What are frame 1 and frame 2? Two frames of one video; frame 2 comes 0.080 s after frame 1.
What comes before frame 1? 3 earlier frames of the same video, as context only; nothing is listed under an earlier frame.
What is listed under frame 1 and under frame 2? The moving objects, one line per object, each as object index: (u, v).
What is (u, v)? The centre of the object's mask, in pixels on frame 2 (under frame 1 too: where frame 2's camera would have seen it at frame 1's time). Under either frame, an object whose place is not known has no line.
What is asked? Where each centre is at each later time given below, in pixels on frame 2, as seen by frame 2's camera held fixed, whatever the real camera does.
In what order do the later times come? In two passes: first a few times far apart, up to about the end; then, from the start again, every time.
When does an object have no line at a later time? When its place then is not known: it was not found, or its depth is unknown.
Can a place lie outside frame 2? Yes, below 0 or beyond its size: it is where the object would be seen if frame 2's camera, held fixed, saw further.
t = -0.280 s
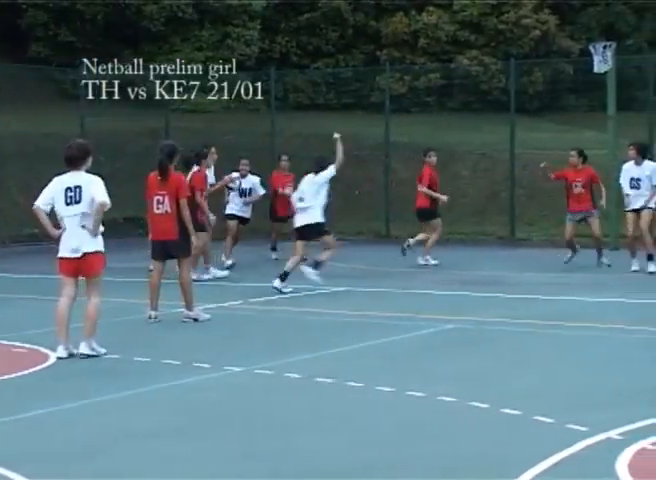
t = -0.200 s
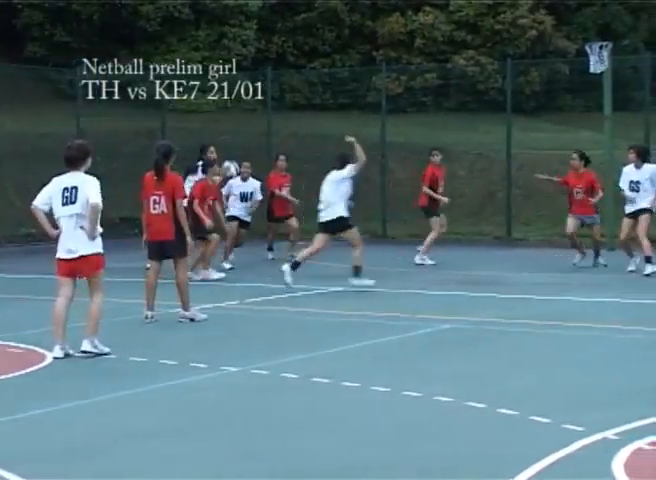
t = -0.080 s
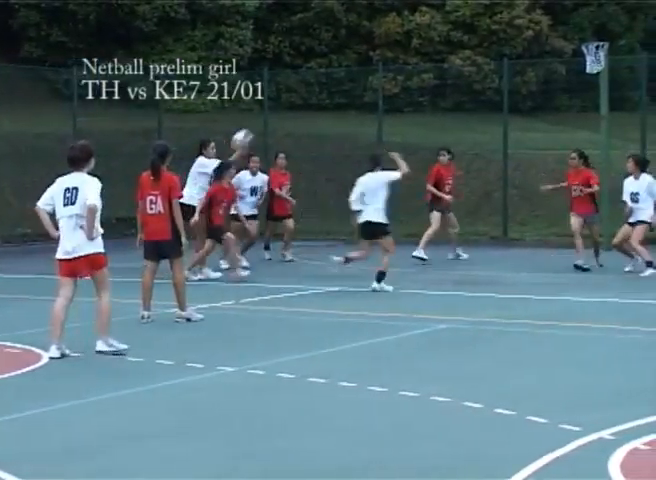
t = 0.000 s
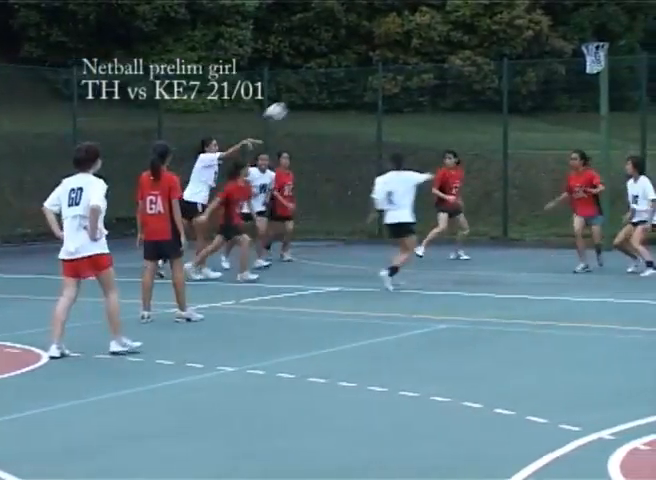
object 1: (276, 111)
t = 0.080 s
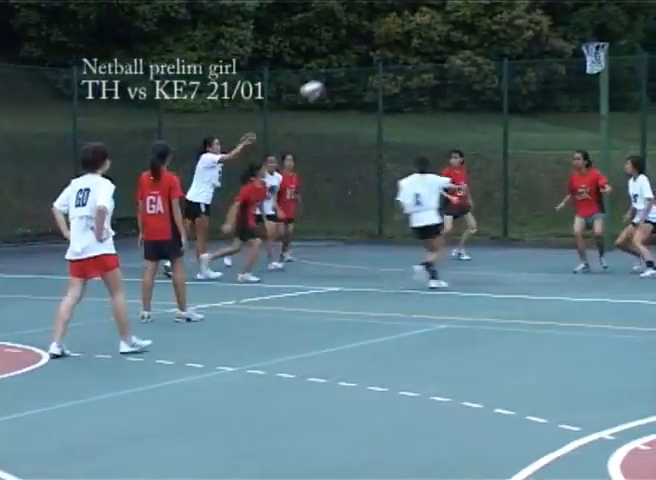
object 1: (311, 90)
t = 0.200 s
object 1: (365, 65)
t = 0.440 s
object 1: (475, 51)
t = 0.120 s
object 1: (329, 80)
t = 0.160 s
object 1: (347, 72)
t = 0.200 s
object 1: (365, 65)
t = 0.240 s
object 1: (384, 60)
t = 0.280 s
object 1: (402, 55)
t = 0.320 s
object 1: (420, 52)
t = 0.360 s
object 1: (438, 50)
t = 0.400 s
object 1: (456, 49)
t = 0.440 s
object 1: (475, 51)
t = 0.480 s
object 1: (493, 53)
